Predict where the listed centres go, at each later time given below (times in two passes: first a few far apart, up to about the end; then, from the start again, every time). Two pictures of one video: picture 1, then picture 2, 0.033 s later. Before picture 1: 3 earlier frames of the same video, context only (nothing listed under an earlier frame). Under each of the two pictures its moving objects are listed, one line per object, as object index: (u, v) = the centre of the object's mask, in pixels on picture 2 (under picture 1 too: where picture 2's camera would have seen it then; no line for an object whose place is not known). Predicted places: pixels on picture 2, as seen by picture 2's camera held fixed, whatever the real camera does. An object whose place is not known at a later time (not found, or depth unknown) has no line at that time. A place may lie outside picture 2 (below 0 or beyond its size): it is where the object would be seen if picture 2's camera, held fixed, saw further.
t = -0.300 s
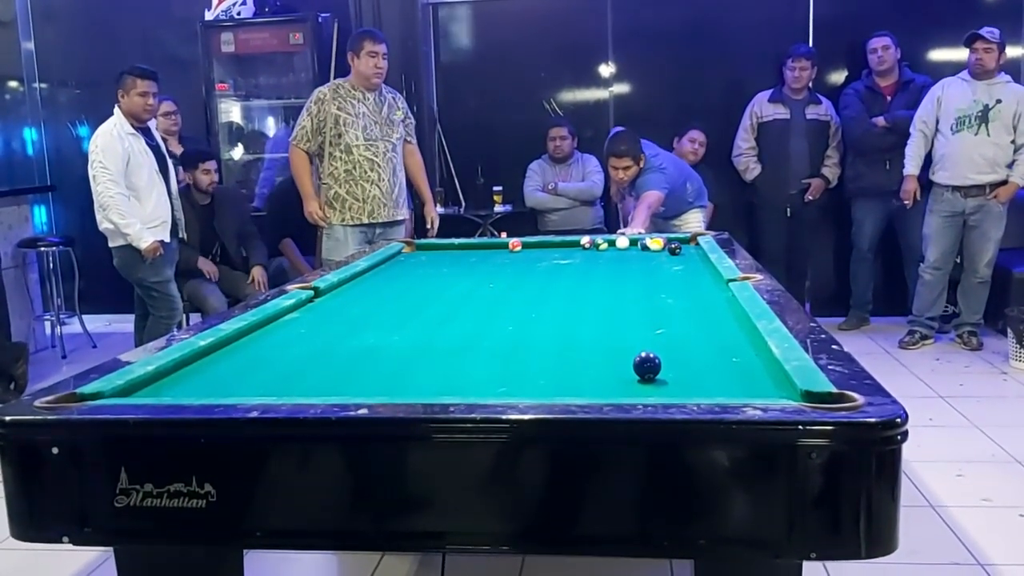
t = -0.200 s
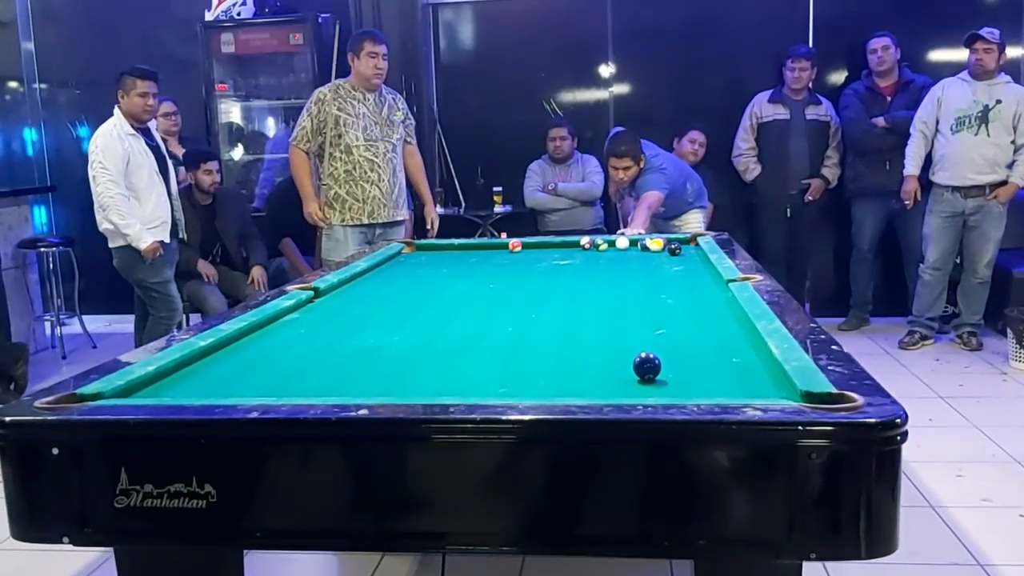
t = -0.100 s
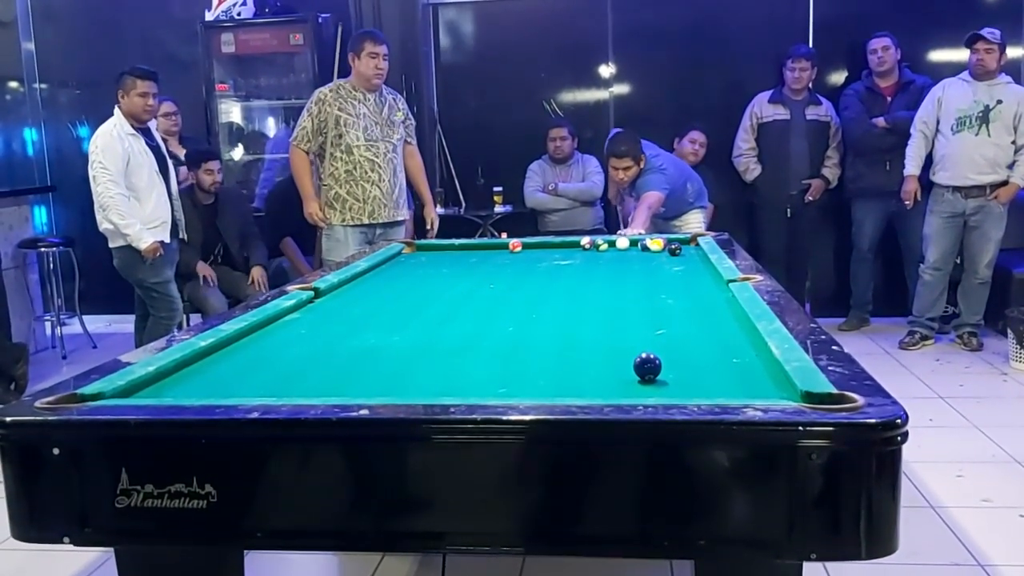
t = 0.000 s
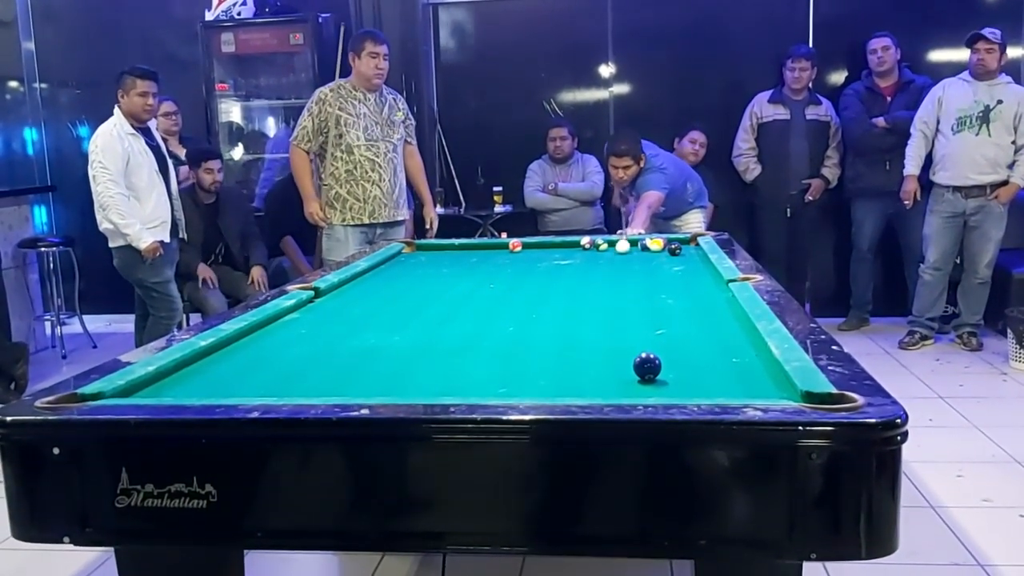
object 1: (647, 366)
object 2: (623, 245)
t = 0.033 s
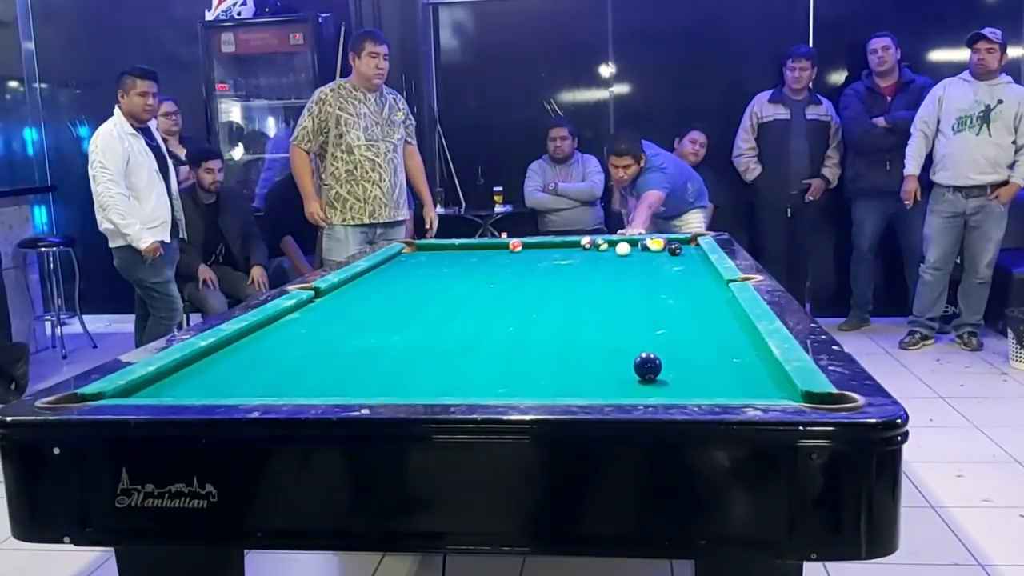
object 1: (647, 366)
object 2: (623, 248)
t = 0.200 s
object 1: (647, 366)
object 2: (623, 263)
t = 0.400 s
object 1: (647, 366)
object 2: (625, 284)
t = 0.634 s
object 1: (647, 366)
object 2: (627, 320)
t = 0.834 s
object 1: (660, 370)
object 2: (617, 362)
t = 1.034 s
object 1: (759, 392)
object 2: (520, 388)
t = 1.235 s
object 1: (761, 383)
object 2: (469, 381)
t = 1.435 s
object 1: (722, 369)
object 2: (437, 363)
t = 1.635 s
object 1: (689, 356)
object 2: (410, 348)
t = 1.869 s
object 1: (656, 344)
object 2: (384, 334)
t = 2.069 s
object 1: (633, 335)
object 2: (366, 324)
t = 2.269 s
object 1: (612, 327)
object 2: (350, 315)
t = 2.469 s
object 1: (594, 320)
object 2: (336, 307)
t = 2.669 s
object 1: (578, 314)
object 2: (324, 300)
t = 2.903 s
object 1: (563, 309)
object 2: (333, 294)
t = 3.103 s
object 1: (551, 305)
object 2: (353, 290)
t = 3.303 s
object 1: (540, 301)
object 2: (371, 285)
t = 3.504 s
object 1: (530, 297)
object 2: (386, 282)
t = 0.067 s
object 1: (647, 366)
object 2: (623, 251)
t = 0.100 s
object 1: (647, 366)
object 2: (623, 254)
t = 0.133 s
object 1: (647, 366)
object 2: (623, 257)
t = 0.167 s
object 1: (647, 366)
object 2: (623, 260)
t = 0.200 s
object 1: (647, 366)
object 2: (623, 263)
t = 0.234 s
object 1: (647, 366)
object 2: (624, 266)
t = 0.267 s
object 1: (647, 366)
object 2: (624, 269)
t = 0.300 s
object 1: (647, 366)
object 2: (624, 273)
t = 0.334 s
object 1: (647, 366)
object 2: (624, 276)
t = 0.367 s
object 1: (647, 366)
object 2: (624, 280)
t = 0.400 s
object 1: (647, 366)
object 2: (625, 284)
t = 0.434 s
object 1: (647, 366)
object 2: (625, 288)
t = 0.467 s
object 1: (647, 366)
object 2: (625, 293)
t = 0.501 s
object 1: (647, 366)
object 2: (625, 298)
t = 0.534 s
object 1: (647, 366)
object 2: (626, 303)
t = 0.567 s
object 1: (647, 366)
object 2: (626, 308)
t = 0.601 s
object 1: (647, 366)
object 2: (626, 314)
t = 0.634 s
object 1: (647, 366)
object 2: (627, 320)
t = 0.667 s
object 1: (647, 366)
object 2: (627, 326)
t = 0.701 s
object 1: (647, 366)
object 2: (627, 333)
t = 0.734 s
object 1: (647, 366)
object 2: (628, 341)
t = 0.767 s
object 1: (647, 366)
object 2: (628, 349)
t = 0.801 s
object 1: (647, 366)
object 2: (627, 356)
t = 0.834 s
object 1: (660, 370)
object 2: (617, 362)
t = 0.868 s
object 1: (678, 375)
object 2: (600, 367)
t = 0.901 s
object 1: (695, 380)
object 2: (583, 371)
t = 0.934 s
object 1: (711, 384)
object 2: (567, 375)
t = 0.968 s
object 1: (728, 387)
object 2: (552, 381)
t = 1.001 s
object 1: (744, 390)
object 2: (536, 384)
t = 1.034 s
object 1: (759, 392)
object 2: (520, 388)
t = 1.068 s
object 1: (769, 392)
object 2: (503, 391)
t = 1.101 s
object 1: (775, 390)
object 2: (494, 389)
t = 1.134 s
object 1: (780, 389)
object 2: (488, 387)
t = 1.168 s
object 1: (776, 387)
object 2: (482, 385)
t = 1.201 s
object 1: (769, 385)
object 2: (476, 383)
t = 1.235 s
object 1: (761, 383)
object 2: (469, 381)
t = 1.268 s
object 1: (754, 381)
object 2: (463, 377)
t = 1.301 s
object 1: (748, 379)
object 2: (458, 374)
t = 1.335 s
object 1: (741, 377)
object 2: (452, 371)
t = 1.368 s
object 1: (735, 374)
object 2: (447, 368)
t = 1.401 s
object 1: (728, 371)
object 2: (442, 365)
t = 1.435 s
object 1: (722, 369)
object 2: (437, 363)
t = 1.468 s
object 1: (716, 367)
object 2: (432, 360)
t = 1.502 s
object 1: (710, 364)
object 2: (427, 357)
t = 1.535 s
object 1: (705, 362)
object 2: (423, 355)
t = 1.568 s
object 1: (699, 360)
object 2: (418, 352)
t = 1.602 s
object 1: (694, 358)
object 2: (414, 350)
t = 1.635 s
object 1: (689, 356)
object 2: (410, 348)
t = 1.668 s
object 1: (684, 354)
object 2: (406, 346)
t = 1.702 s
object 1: (679, 352)
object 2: (402, 343)
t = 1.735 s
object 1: (674, 350)
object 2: (398, 342)
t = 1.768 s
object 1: (669, 349)
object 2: (394, 339)
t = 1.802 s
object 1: (665, 347)
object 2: (391, 337)
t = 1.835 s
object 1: (660, 345)
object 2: (387, 335)
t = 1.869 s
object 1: (656, 344)
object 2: (384, 334)
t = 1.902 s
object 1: (652, 342)
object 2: (381, 332)
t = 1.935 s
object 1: (648, 340)
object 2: (378, 330)
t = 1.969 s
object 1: (644, 339)
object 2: (375, 329)
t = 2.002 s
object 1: (640, 338)
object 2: (371, 327)
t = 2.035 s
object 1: (636, 336)
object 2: (369, 325)
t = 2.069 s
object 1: (633, 335)
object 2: (366, 324)
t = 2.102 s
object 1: (629, 333)
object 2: (363, 322)
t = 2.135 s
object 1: (625, 332)
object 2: (360, 320)
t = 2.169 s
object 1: (622, 330)
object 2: (357, 319)
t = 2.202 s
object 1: (618, 329)
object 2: (355, 318)
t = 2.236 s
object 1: (615, 328)
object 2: (352, 316)
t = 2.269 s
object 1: (612, 327)
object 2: (350, 315)
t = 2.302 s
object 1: (609, 326)
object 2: (347, 313)
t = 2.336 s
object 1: (606, 325)
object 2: (345, 312)
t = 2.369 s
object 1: (603, 323)
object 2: (343, 311)
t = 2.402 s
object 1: (600, 322)
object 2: (340, 309)
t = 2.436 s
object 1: (597, 321)
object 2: (338, 308)
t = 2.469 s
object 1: (594, 320)
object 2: (336, 307)
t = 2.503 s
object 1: (591, 319)
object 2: (334, 306)
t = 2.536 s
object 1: (589, 318)
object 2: (332, 305)
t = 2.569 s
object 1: (586, 317)
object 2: (330, 304)
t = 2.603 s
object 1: (583, 316)
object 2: (328, 302)
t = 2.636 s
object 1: (581, 315)
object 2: (326, 301)
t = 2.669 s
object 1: (578, 314)
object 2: (324, 300)
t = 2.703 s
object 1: (576, 314)
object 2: (322, 299)
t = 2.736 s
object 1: (574, 312)
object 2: (320, 298)
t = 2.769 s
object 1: (572, 312)
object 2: (319, 297)
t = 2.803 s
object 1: (569, 311)
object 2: (322, 296)
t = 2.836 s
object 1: (567, 310)
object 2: (326, 296)
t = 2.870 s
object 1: (565, 310)
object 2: (330, 295)
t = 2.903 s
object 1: (563, 309)
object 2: (333, 294)
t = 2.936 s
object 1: (561, 308)
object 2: (337, 293)
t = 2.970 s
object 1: (559, 307)
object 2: (340, 292)
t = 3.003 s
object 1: (556, 306)
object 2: (343, 292)
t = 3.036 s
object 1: (554, 306)
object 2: (347, 291)
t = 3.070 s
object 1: (553, 305)
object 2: (350, 290)
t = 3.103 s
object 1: (551, 305)
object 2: (353, 290)
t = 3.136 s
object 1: (549, 304)
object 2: (356, 289)
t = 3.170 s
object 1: (547, 304)
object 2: (359, 288)
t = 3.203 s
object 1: (545, 303)
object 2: (362, 288)
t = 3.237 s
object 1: (543, 302)
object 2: (365, 287)
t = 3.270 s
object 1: (541, 301)
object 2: (368, 286)
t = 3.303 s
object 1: (540, 301)
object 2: (371, 285)
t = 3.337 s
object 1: (538, 301)
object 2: (374, 285)
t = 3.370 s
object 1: (536, 300)
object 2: (376, 285)
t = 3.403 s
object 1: (535, 299)
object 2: (379, 284)
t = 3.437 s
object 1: (533, 299)
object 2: (382, 283)
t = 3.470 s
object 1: (532, 298)
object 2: (384, 283)
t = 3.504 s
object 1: (530, 297)
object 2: (386, 282)
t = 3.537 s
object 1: (529, 297)
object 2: (389, 282)
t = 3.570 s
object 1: (527, 297)
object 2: (391, 281)
